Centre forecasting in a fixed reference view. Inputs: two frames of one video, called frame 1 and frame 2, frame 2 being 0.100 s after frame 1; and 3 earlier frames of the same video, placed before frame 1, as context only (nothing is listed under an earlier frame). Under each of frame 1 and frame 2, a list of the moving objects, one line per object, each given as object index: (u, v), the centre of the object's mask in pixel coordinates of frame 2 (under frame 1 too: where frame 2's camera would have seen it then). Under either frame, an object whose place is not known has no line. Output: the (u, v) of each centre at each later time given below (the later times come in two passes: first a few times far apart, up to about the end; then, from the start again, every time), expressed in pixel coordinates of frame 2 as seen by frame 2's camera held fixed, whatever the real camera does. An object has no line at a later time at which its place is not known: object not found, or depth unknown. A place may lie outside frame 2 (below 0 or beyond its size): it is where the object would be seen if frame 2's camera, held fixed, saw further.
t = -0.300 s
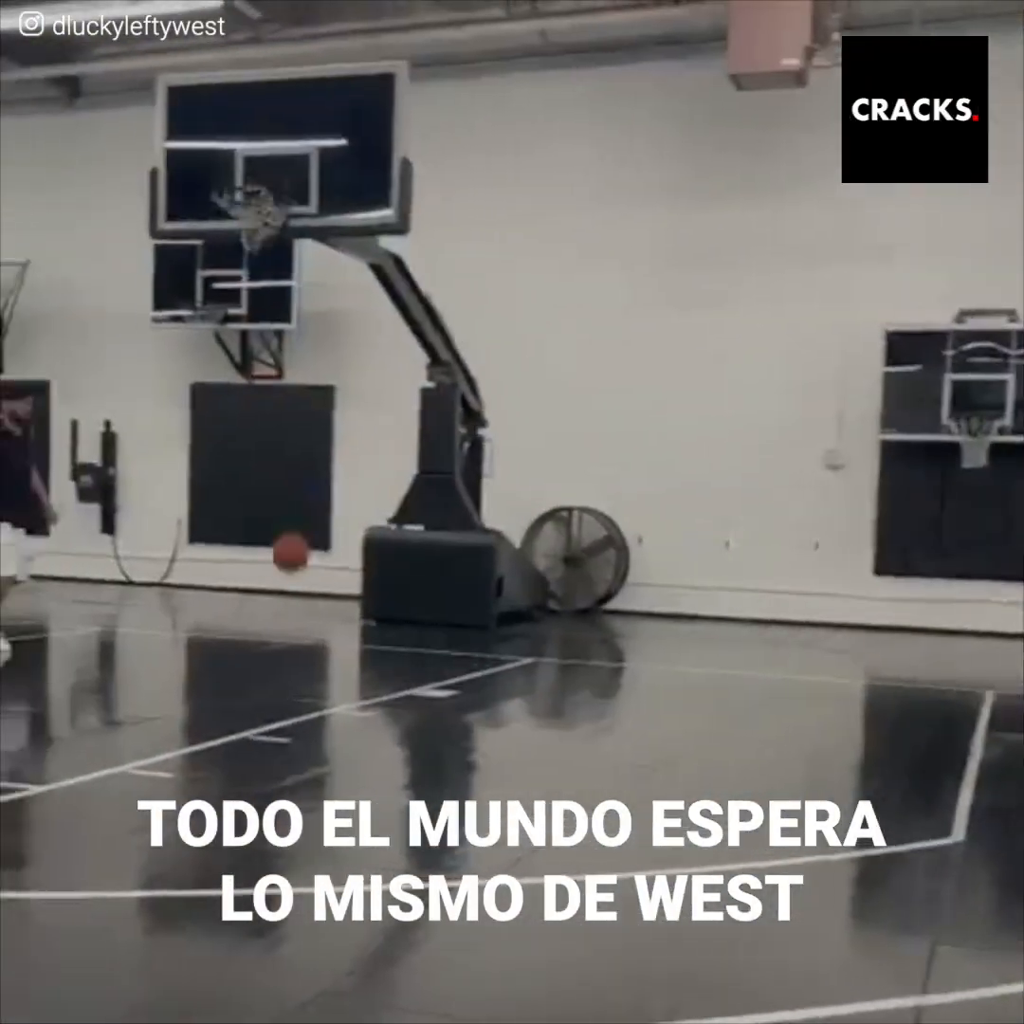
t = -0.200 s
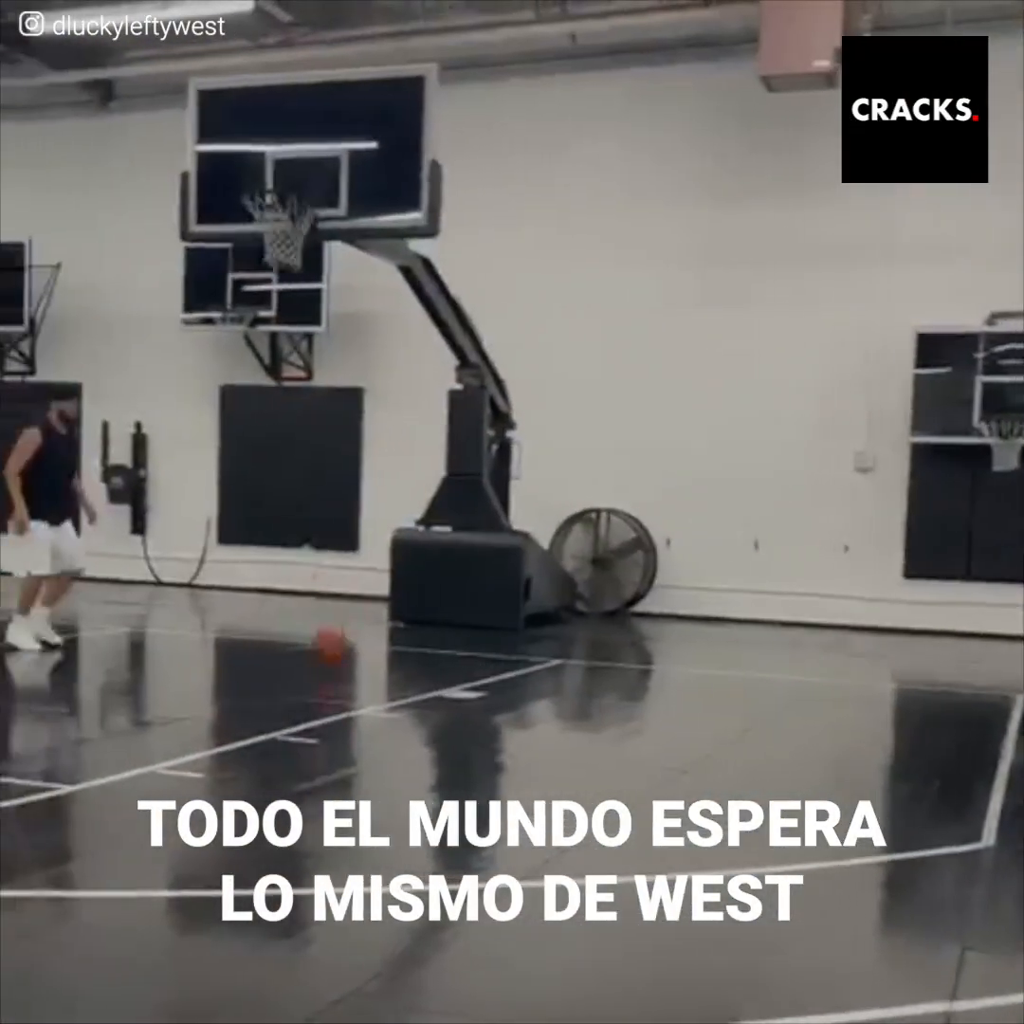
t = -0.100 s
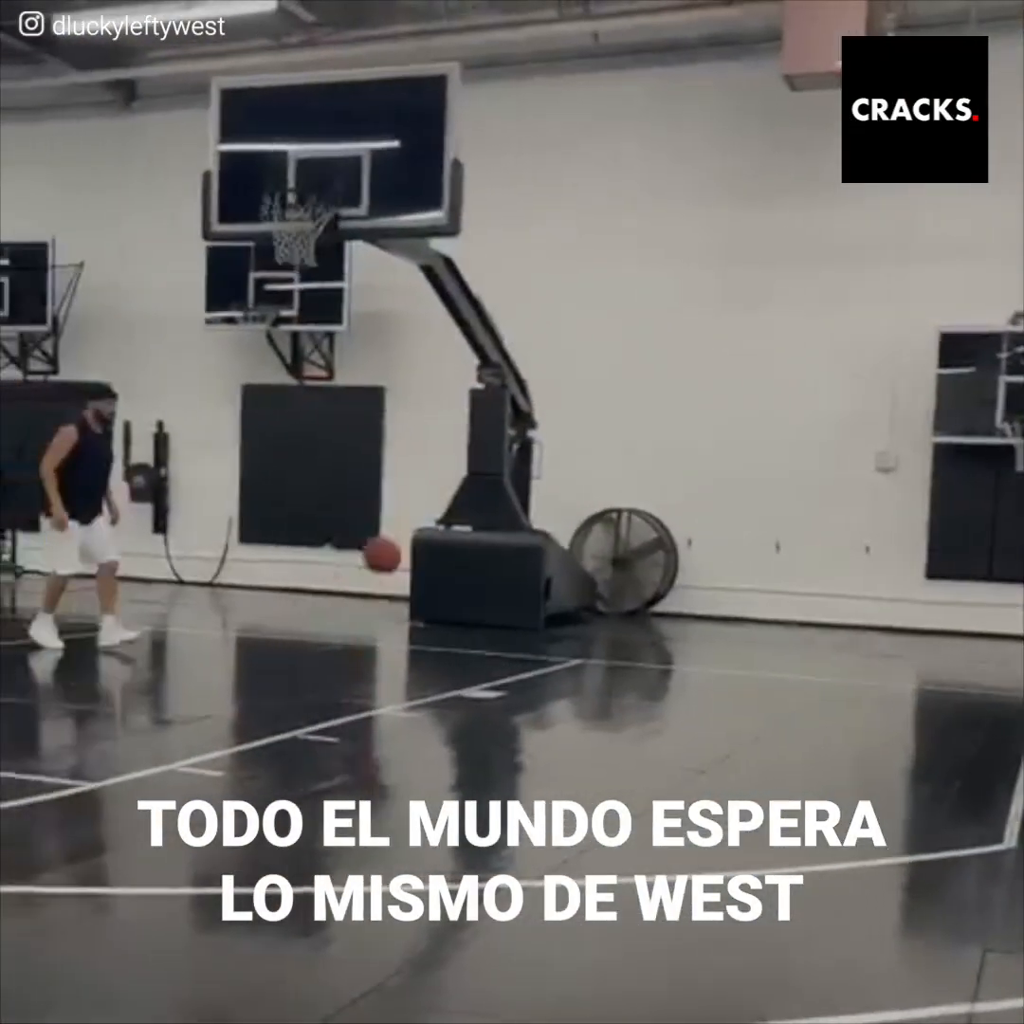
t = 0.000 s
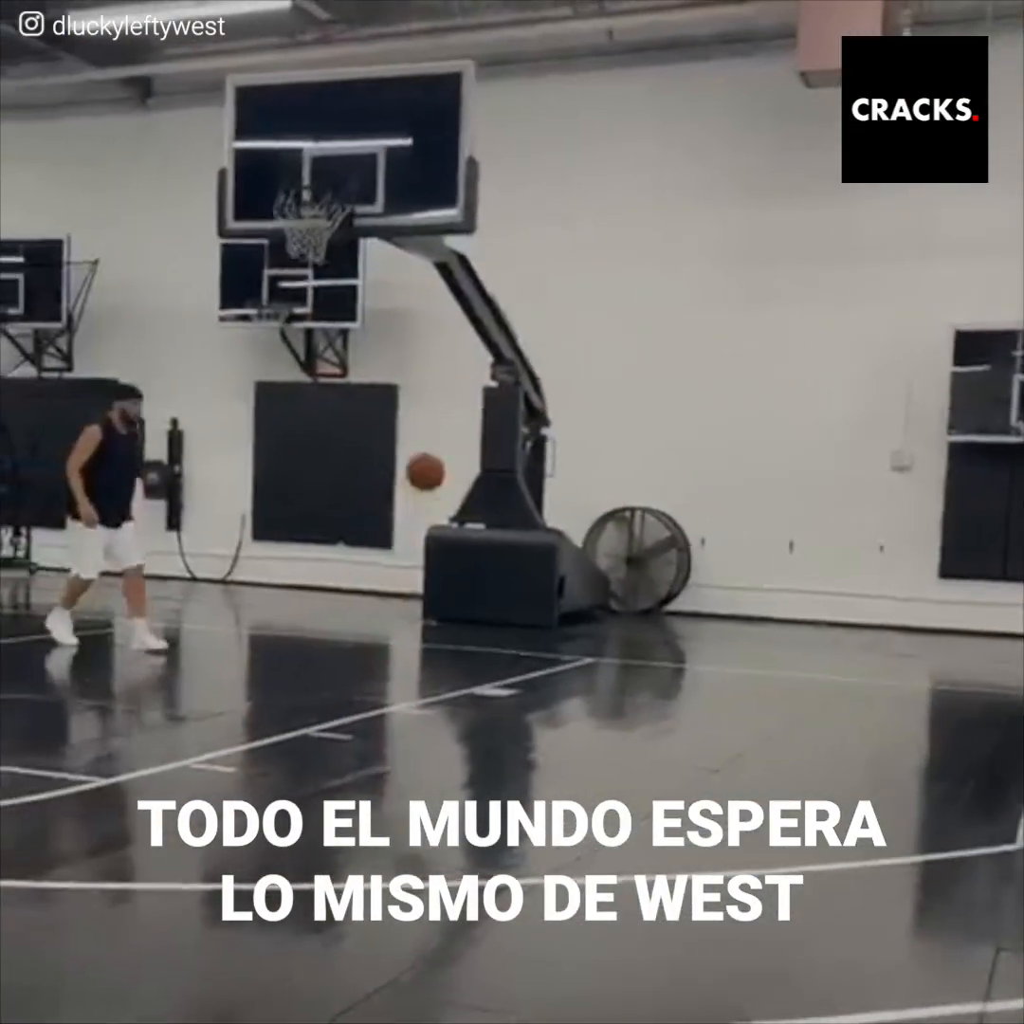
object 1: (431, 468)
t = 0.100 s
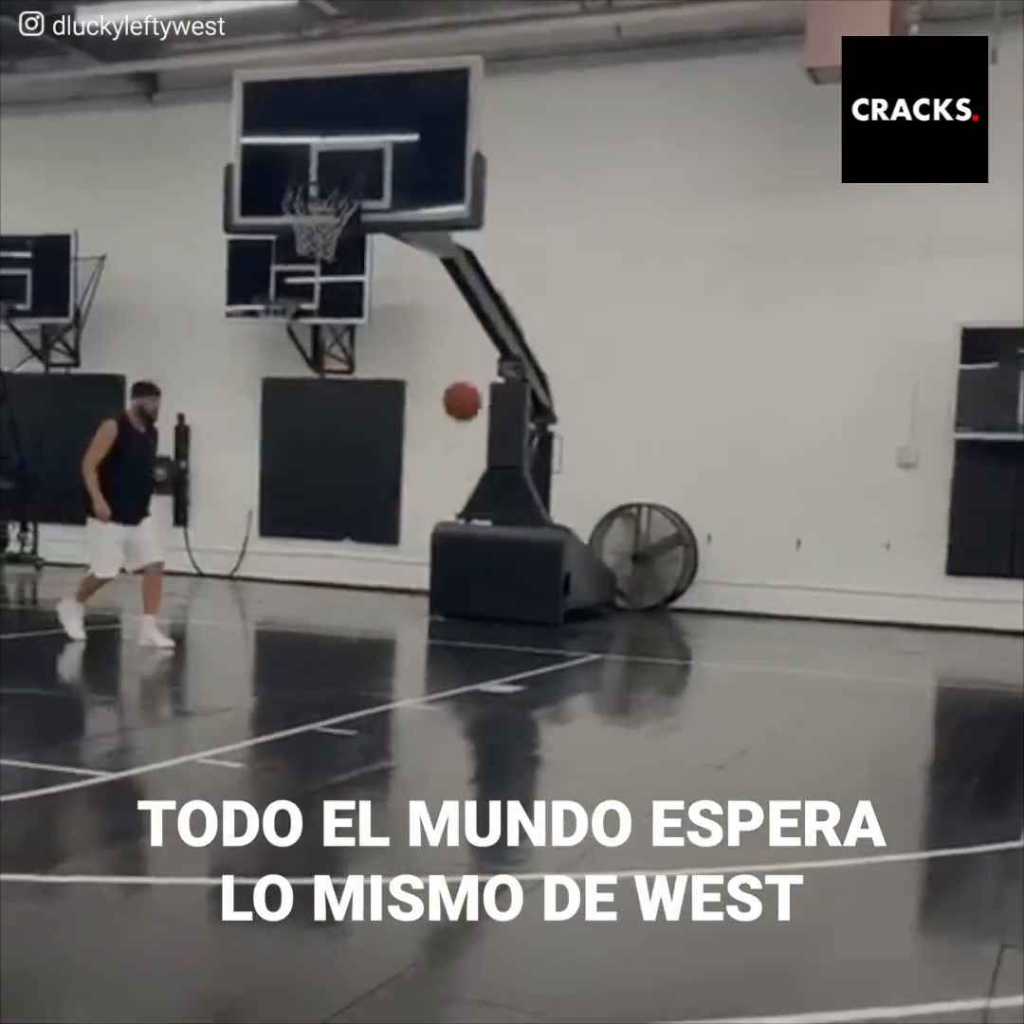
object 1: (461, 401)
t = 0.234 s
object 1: (504, 334)
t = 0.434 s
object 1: (565, 288)
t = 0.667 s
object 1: (635, 322)
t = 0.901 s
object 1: (704, 461)
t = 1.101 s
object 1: (763, 662)
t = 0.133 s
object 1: (472, 382)
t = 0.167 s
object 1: (483, 364)
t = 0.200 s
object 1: (493, 349)
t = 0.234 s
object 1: (504, 334)
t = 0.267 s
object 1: (514, 321)
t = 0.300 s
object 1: (523, 310)
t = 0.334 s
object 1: (535, 302)
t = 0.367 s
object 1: (545, 295)
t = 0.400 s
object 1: (555, 291)
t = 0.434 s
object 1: (565, 288)
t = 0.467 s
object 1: (575, 287)
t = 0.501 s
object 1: (585, 287)
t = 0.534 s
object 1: (595, 290)
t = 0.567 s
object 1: (605, 295)
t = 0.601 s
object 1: (615, 302)
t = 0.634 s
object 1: (625, 311)
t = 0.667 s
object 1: (635, 322)
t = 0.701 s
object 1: (645, 336)
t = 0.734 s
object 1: (655, 351)
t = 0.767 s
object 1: (665, 369)
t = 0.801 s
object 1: (674, 388)
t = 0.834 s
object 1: (684, 410)
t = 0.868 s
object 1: (695, 435)
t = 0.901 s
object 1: (704, 461)
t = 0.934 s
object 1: (713, 489)
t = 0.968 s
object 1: (723, 520)
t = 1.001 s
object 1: (733, 552)
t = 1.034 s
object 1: (743, 586)
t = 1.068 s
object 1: (753, 624)
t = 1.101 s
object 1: (763, 662)
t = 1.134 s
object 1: (774, 702)
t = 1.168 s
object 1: (785, 675)
